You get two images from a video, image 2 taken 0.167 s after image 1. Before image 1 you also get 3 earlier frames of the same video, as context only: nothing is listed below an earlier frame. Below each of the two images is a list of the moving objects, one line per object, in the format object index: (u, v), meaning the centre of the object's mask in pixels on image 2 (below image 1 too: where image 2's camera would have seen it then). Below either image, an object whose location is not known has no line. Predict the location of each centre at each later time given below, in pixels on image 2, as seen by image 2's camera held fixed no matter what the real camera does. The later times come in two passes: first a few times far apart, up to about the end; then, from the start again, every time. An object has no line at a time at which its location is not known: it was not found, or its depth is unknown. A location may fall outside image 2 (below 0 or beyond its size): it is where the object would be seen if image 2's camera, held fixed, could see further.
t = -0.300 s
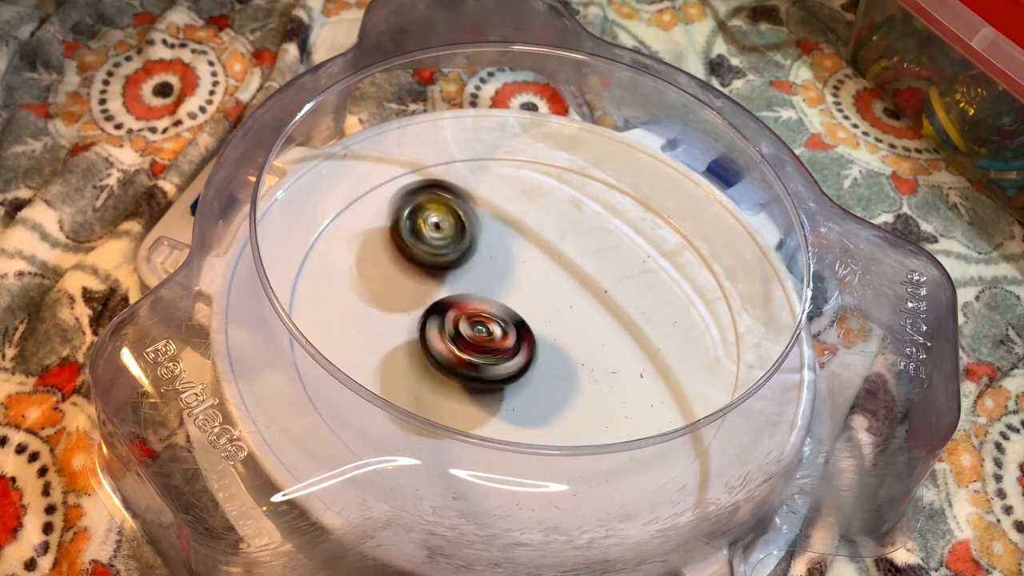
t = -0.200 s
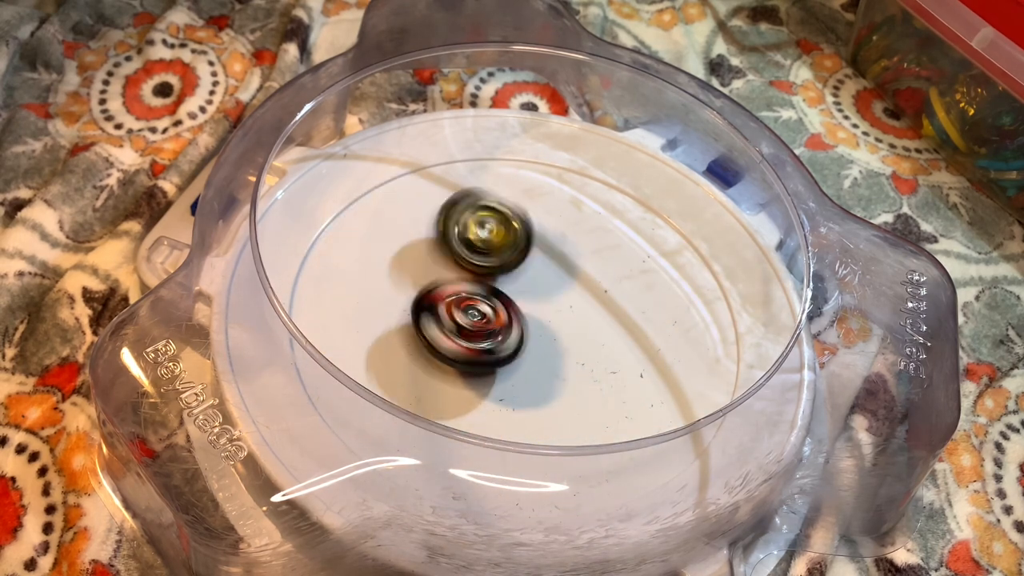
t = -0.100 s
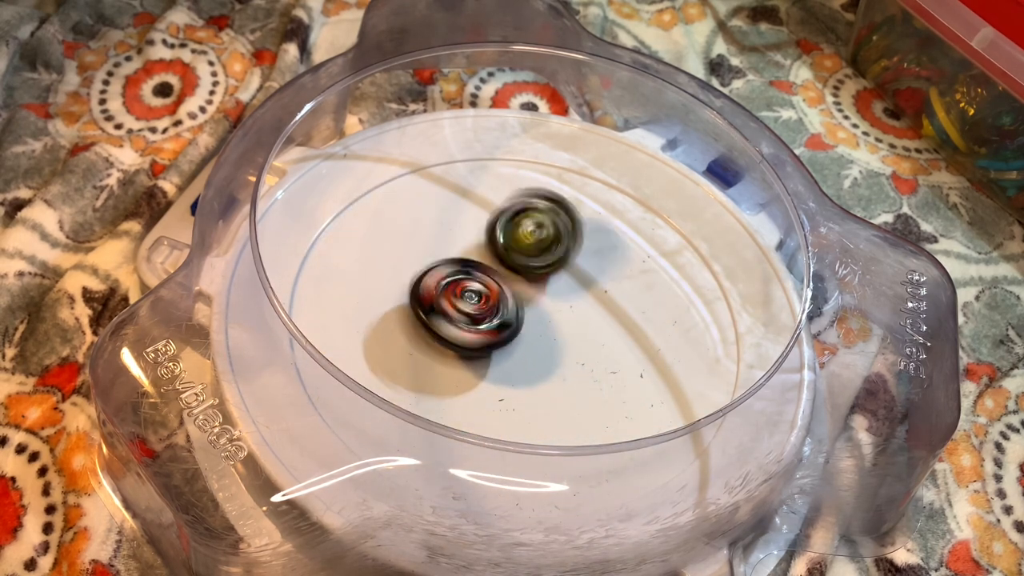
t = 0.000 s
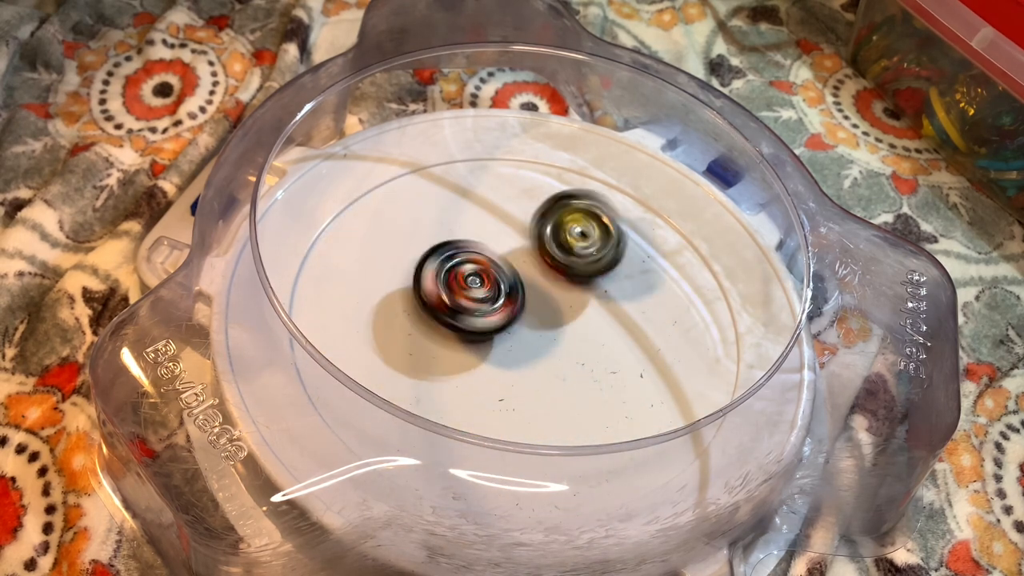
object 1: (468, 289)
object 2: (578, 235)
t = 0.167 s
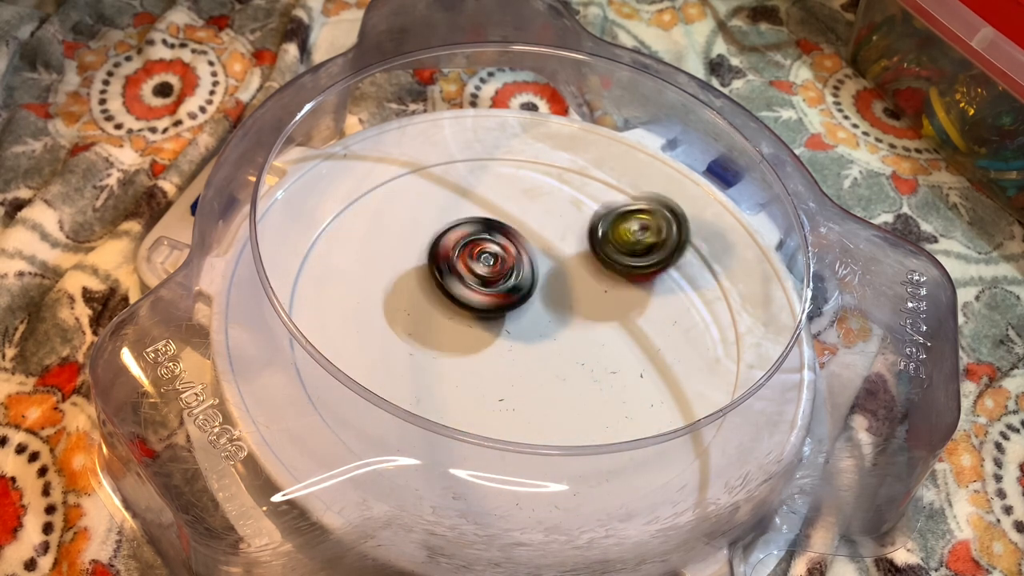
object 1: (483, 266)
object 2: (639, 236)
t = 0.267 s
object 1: (495, 258)
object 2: (646, 241)
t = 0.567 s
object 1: (518, 257)
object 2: (635, 339)
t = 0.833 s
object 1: (530, 299)
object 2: (612, 410)
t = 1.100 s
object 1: (548, 323)
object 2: (528, 461)
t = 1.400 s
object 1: (542, 312)
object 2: (440, 417)
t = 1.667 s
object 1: (544, 305)
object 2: (435, 324)
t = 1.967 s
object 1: (582, 284)
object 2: (478, 237)
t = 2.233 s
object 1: (588, 313)
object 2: (559, 217)
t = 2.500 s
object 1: (546, 345)
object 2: (620, 272)
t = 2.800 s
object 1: (469, 340)
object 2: (591, 355)
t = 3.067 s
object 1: (426, 286)
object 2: (530, 398)
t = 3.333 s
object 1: (461, 254)
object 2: (450, 363)
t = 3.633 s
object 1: (568, 276)
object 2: (431, 291)
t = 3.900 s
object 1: (569, 320)
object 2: (455, 244)
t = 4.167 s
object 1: (504, 325)
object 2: (523, 248)
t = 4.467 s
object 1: (474, 278)
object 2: (568, 297)
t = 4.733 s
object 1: (510, 259)
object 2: (528, 360)
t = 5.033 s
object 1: (576, 291)
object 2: (471, 341)
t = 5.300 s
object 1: (610, 308)
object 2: (496, 276)
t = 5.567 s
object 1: (576, 333)
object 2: (540, 257)
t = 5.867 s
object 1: (507, 329)
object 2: (592, 310)
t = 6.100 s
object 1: (506, 309)
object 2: (599, 323)
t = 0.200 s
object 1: (487, 262)
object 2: (643, 235)
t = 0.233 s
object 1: (491, 259)
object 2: (648, 239)
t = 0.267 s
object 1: (495, 258)
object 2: (646, 241)
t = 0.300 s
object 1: (500, 256)
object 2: (646, 247)
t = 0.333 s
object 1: (504, 256)
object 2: (640, 252)
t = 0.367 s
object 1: (510, 256)
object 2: (635, 264)
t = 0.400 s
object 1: (515, 257)
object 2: (626, 274)
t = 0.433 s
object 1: (516, 255)
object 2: (629, 289)
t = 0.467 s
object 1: (516, 254)
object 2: (629, 303)
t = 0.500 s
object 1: (518, 255)
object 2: (635, 315)
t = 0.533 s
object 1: (517, 256)
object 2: (634, 329)
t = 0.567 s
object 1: (518, 257)
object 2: (635, 339)
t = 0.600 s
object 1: (520, 258)
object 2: (638, 353)
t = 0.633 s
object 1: (520, 260)
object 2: (635, 364)
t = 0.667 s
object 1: (522, 266)
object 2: (637, 375)
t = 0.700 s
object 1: (523, 271)
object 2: (631, 388)
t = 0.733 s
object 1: (524, 277)
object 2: (629, 393)
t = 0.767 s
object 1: (527, 284)
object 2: (624, 402)
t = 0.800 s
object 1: (527, 290)
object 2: (612, 406)
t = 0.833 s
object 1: (530, 299)
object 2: (612, 410)
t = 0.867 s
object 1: (534, 305)
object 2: (602, 424)
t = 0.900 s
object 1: (535, 313)
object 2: (593, 424)
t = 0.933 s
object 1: (539, 321)
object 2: (588, 426)
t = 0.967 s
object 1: (539, 328)
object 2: (573, 426)
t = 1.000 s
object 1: (544, 330)
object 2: (564, 423)
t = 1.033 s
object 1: (544, 323)
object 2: (551, 438)
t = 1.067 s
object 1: (550, 322)
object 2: (538, 455)
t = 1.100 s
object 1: (548, 323)
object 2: (528, 461)
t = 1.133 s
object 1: (547, 320)
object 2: (522, 466)
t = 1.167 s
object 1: (547, 319)
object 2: (509, 481)
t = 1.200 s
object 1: (547, 318)
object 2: (495, 479)
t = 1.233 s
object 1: (545, 317)
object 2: (485, 476)
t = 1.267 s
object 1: (546, 316)
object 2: (479, 460)
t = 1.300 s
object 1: (544, 314)
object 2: (472, 454)
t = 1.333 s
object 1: (545, 314)
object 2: (460, 446)
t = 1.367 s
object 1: (544, 312)
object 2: (449, 437)
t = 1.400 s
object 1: (542, 312)
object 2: (440, 417)
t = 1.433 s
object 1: (543, 310)
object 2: (441, 403)
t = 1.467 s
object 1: (541, 309)
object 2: (441, 390)
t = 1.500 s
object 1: (541, 308)
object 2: (435, 381)
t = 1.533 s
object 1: (540, 307)
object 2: (431, 370)
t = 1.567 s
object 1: (538, 306)
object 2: (431, 356)
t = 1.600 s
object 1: (538, 306)
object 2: (436, 344)
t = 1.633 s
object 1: (537, 305)
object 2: (440, 336)
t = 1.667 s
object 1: (544, 305)
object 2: (435, 324)
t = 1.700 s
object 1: (551, 300)
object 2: (431, 308)
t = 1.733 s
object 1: (558, 298)
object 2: (432, 295)
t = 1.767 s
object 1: (563, 294)
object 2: (436, 285)
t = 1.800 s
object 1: (568, 291)
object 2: (441, 275)
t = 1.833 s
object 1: (572, 289)
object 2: (447, 266)
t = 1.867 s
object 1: (577, 285)
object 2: (454, 259)
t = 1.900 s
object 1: (579, 285)
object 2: (460, 251)
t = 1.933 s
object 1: (582, 282)
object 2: (468, 244)
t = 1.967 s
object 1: (582, 284)
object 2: (478, 237)
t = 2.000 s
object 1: (581, 285)
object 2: (487, 230)
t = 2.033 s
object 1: (582, 288)
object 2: (496, 224)
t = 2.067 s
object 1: (586, 292)
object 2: (508, 219)
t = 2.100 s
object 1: (588, 296)
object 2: (519, 217)
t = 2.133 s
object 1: (592, 300)
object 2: (528, 215)
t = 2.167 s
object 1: (590, 304)
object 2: (539, 215)
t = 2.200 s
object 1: (592, 308)
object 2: (550, 215)
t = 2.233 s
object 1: (588, 313)
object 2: (559, 217)
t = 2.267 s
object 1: (587, 317)
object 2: (570, 220)
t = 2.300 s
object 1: (583, 322)
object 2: (579, 223)
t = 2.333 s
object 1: (579, 326)
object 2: (589, 229)
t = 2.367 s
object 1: (573, 331)
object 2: (597, 234)
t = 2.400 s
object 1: (567, 334)
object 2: (606, 242)
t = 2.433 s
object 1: (561, 338)
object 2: (612, 251)
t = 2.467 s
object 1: (553, 340)
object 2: (617, 262)
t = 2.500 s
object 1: (546, 345)
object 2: (620, 272)
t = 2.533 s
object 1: (536, 346)
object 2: (620, 282)
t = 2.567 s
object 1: (529, 349)
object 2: (620, 292)
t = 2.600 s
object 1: (521, 349)
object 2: (617, 302)
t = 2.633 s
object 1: (511, 350)
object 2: (612, 312)
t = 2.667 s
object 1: (503, 349)
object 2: (610, 320)
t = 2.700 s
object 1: (492, 348)
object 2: (607, 330)
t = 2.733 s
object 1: (484, 346)
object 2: (602, 338)
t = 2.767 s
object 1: (478, 344)
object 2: (598, 346)
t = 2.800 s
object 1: (469, 340)
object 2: (591, 355)
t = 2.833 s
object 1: (465, 337)
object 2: (584, 362)
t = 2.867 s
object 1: (453, 329)
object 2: (581, 371)
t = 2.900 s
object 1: (445, 322)
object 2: (576, 378)
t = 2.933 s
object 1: (440, 316)
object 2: (568, 385)
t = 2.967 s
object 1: (434, 309)
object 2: (562, 390)
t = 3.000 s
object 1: (430, 302)
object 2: (551, 395)
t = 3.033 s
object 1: (427, 294)
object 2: (542, 397)
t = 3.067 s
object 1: (426, 286)
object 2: (530, 398)
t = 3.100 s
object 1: (423, 277)
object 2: (519, 397)
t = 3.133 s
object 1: (427, 273)
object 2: (507, 396)
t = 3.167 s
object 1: (429, 269)
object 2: (497, 394)
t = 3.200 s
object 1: (433, 263)
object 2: (485, 389)
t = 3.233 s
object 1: (439, 260)
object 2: (475, 385)
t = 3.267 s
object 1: (445, 256)
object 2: (465, 378)
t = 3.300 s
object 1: (454, 255)
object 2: (457, 371)
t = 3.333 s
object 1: (461, 254)
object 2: (450, 363)
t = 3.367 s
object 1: (472, 252)
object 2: (445, 355)
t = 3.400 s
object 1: (483, 252)
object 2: (441, 346)
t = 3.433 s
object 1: (493, 253)
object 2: (439, 338)
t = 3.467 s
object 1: (505, 254)
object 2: (439, 329)
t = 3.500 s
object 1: (514, 257)
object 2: (442, 320)
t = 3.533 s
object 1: (525, 260)
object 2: (443, 311)
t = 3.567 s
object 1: (540, 263)
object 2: (436, 304)
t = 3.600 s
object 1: (557, 268)
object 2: (432, 298)
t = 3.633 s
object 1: (568, 276)
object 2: (431, 291)
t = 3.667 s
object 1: (574, 282)
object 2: (430, 283)
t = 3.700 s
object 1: (578, 288)
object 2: (428, 273)
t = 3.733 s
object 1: (580, 294)
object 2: (427, 266)
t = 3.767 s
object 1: (580, 298)
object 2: (428, 261)
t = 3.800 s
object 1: (581, 303)
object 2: (433, 257)
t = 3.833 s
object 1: (578, 310)
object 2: (440, 253)
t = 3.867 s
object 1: (574, 315)
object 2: (448, 249)
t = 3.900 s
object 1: (569, 320)
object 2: (455, 244)
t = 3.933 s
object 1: (563, 324)
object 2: (460, 242)
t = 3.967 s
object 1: (557, 327)
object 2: (468, 241)
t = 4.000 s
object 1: (550, 329)
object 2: (476, 242)
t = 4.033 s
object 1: (543, 330)
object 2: (486, 244)
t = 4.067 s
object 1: (535, 328)
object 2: (495, 246)
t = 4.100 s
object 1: (525, 329)
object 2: (507, 244)
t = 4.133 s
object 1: (514, 328)
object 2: (517, 245)
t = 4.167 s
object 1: (504, 325)
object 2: (523, 248)
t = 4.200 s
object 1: (497, 322)
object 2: (529, 250)
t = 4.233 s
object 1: (489, 316)
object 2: (538, 253)
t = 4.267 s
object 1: (482, 310)
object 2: (549, 257)
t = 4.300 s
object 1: (478, 305)
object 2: (555, 262)
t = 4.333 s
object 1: (475, 299)
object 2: (558, 267)
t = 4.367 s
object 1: (473, 292)
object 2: (560, 273)
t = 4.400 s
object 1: (473, 288)
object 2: (563, 281)
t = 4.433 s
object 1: (474, 283)
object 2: (567, 290)
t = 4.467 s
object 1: (474, 278)
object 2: (568, 297)
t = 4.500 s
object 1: (479, 275)
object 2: (568, 302)
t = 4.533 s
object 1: (481, 274)
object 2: (563, 308)
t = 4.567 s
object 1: (483, 270)
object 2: (558, 318)
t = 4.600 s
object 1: (487, 263)
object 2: (559, 332)
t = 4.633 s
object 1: (492, 260)
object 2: (554, 340)
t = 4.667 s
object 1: (498, 259)
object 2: (550, 345)
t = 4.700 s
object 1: (504, 259)
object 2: (537, 353)
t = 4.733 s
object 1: (510, 259)
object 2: (528, 360)
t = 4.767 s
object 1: (517, 260)
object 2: (525, 363)
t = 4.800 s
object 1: (524, 263)
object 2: (516, 364)
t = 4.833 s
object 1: (531, 266)
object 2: (499, 364)
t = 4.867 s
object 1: (540, 269)
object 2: (492, 364)
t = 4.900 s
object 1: (547, 273)
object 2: (488, 363)
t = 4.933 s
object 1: (555, 277)
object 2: (481, 357)
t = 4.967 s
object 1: (562, 282)
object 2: (471, 349)
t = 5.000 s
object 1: (569, 286)
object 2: (469, 346)
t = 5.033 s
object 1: (576, 291)
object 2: (471, 341)
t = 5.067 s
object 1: (582, 294)
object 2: (468, 327)
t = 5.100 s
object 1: (588, 297)
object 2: (465, 320)
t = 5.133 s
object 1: (593, 300)
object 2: (473, 317)
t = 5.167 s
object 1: (597, 302)
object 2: (479, 307)
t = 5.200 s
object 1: (599, 303)
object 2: (483, 299)
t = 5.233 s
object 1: (600, 304)
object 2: (489, 296)
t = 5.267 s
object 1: (604, 306)
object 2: (494, 288)
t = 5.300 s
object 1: (610, 308)
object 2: (496, 276)
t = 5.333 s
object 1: (610, 309)
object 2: (502, 274)
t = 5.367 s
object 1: (608, 310)
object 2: (512, 271)
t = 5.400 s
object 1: (606, 310)
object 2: (516, 269)
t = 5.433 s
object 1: (603, 312)
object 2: (519, 265)
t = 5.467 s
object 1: (601, 320)
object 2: (526, 257)
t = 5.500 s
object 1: (596, 326)
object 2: (531, 256)
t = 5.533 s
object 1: (587, 330)
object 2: (535, 252)
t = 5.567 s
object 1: (576, 333)
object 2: (540, 257)
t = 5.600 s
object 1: (565, 335)
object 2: (541, 255)
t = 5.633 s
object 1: (552, 339)
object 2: (549, 257)
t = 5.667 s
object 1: (540, 339)
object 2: (551, 261)
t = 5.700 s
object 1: (525, 339)
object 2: (564, 265)
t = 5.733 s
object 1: (515, 337)
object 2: (576, 273)
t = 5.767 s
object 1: (512, 334)
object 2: (581, 284)
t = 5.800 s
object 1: (511, 332)
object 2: (585, 296)
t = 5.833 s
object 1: (509, 330)
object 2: (588, 305)
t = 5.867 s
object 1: (507, 329)
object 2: (592, 310)
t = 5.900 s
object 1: (506, 326)
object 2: (594, 313)
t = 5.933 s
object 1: (503, 323)
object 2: (594, 317)
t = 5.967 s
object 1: (503, 320)
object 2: (596, 320)
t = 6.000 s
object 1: (503, 316)
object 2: (597, 322)
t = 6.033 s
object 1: (504, 314)
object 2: (598, 323)
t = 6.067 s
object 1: (505, 311)
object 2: (599, 323)
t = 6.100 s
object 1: (506, 309)
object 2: (599, 323)
